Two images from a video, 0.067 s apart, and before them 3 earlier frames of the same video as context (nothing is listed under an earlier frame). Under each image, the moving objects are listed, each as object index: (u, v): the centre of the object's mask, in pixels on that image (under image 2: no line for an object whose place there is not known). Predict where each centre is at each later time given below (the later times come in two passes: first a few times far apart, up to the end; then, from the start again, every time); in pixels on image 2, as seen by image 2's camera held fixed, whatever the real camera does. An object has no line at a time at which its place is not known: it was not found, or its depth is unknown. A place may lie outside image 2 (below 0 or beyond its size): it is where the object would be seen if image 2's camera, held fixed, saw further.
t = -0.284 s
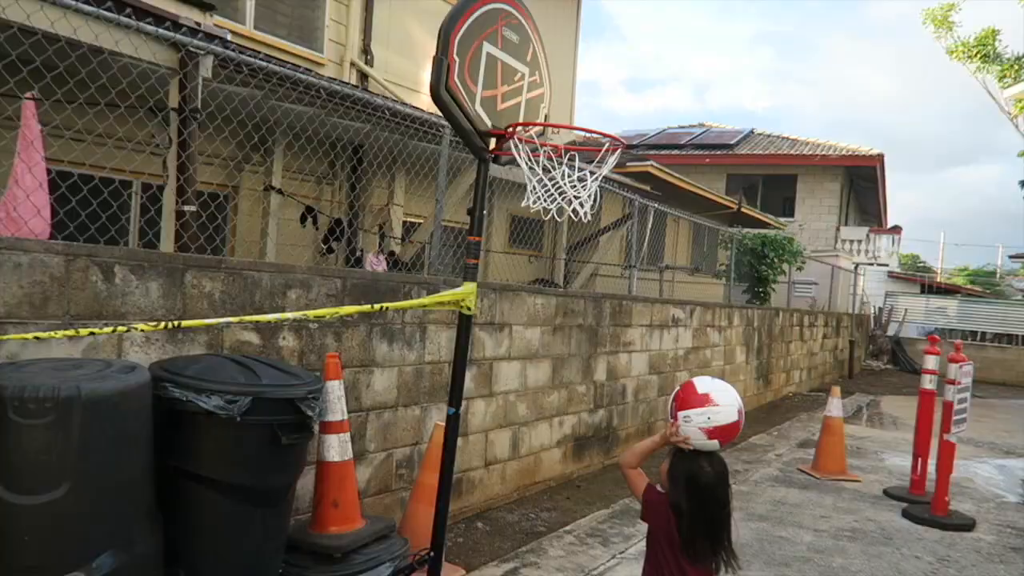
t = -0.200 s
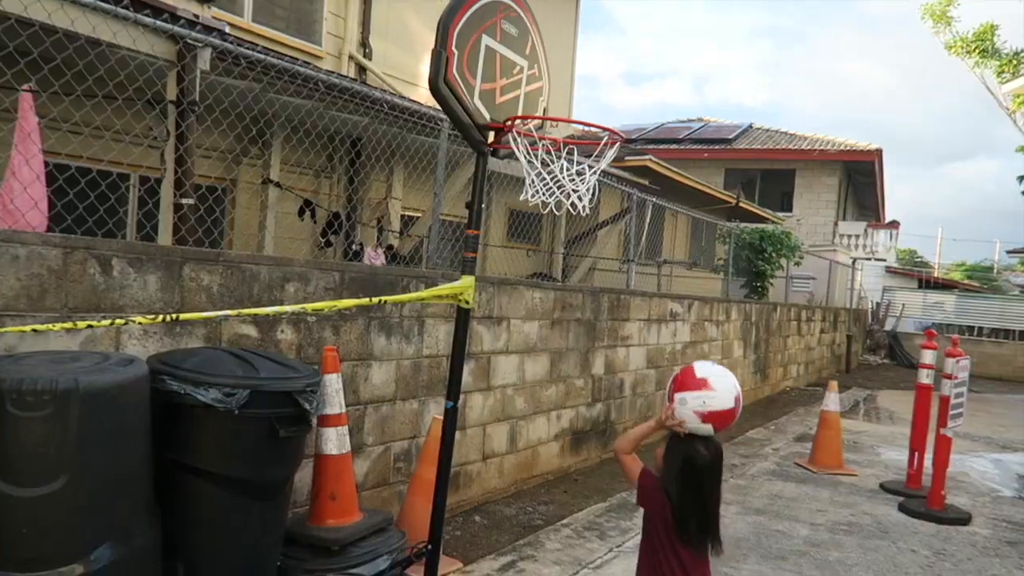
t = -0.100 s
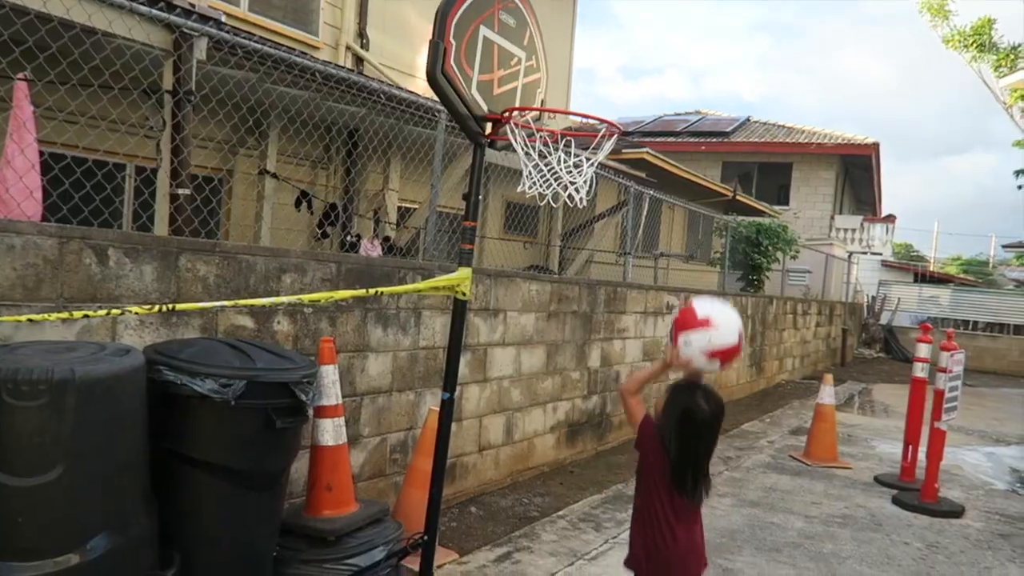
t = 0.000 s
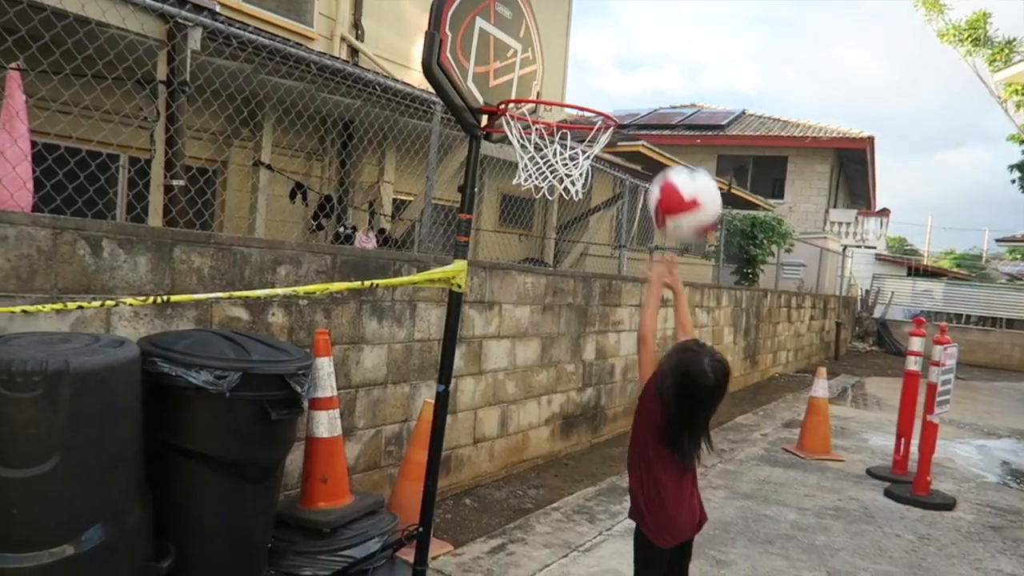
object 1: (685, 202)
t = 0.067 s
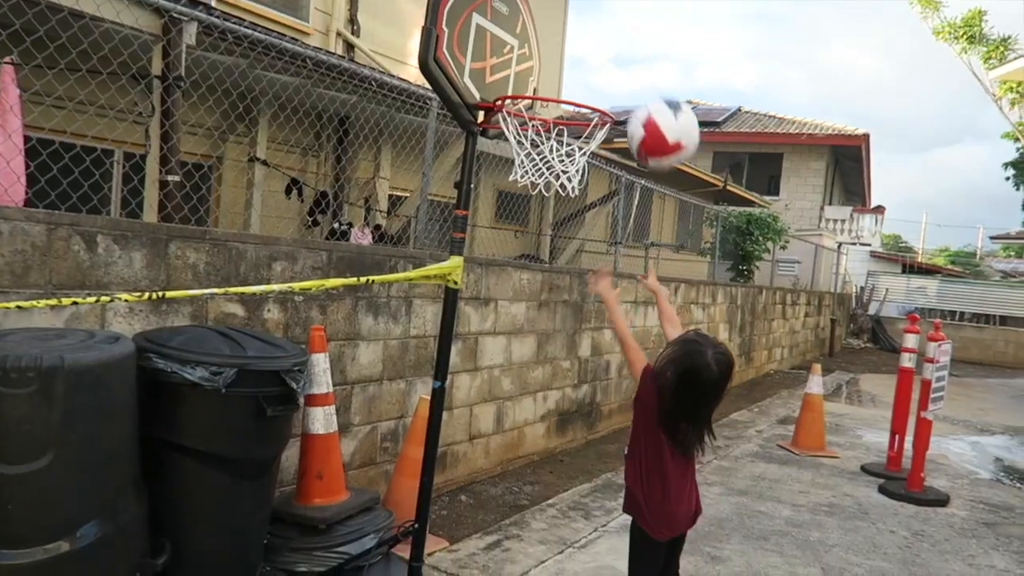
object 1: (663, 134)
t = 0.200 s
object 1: (624, 49)
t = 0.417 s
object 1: (561, 38)
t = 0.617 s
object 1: (560, 74)
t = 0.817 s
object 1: (616, 87)
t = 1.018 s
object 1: (666, 130)
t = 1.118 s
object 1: (687, 199)
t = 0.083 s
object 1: (659, 118)
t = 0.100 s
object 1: (654, 106)
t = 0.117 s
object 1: (649, 92)
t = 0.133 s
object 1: (644, 81)
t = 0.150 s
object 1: (639, 72)
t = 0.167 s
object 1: (634, 64)
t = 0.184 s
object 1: (630, 56)
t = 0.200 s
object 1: (624, 49)
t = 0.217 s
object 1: (620, 42)
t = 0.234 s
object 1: (615, 37)
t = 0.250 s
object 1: (610, 34)
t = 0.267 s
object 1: (605, 32)
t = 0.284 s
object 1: (600, 31)
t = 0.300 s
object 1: (595, 30)
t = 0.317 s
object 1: (590, 30)
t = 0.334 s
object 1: (585, 30)
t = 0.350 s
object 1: (580, 30)
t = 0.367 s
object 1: (575, 32)
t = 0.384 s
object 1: (571, 33)
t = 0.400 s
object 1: (566, 35)
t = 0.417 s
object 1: (561, 38)
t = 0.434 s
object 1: (556, 43)
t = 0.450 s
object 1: (551, 48)
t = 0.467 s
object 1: (546, 55)
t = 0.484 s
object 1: (541, 61)
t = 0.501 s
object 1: (536, 69)
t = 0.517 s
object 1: (534, 73)
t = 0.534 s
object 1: (539, 82)
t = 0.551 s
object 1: (542, 87)
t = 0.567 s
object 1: (545, 86)
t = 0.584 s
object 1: (550, 77)
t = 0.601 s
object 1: (555, 75)
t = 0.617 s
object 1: (560, 74)
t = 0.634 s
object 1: (565, 72)
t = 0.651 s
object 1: (569, 71)
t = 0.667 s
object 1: (574, 71)
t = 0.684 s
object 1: (578, 72)
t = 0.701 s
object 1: (583, 73)
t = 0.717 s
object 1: (588, 74)
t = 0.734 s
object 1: (592, 77)
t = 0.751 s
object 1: (597, 80)
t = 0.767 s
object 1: (602, 83)
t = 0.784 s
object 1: (607, 88)
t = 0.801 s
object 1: (611, 87)
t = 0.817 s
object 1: (616, 87)
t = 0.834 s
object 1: (620, 87)
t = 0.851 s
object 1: (624, 87)
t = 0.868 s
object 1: (628, 88)
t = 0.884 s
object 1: (633, 89)
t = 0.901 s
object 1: (638, 91)
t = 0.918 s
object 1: (641, 95)
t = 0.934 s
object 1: (646, 96)
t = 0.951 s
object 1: (650, 102)
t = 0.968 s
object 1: (654, 106)
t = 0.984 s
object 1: (658, 114)
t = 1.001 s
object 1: (662, 122)
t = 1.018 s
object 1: (666, 130)
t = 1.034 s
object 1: (669, 139)
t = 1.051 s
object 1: (673, 150)
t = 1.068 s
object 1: (677, 160)
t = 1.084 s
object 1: (680, 171)
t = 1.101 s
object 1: (684, 184)
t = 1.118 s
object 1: (687, 199)
